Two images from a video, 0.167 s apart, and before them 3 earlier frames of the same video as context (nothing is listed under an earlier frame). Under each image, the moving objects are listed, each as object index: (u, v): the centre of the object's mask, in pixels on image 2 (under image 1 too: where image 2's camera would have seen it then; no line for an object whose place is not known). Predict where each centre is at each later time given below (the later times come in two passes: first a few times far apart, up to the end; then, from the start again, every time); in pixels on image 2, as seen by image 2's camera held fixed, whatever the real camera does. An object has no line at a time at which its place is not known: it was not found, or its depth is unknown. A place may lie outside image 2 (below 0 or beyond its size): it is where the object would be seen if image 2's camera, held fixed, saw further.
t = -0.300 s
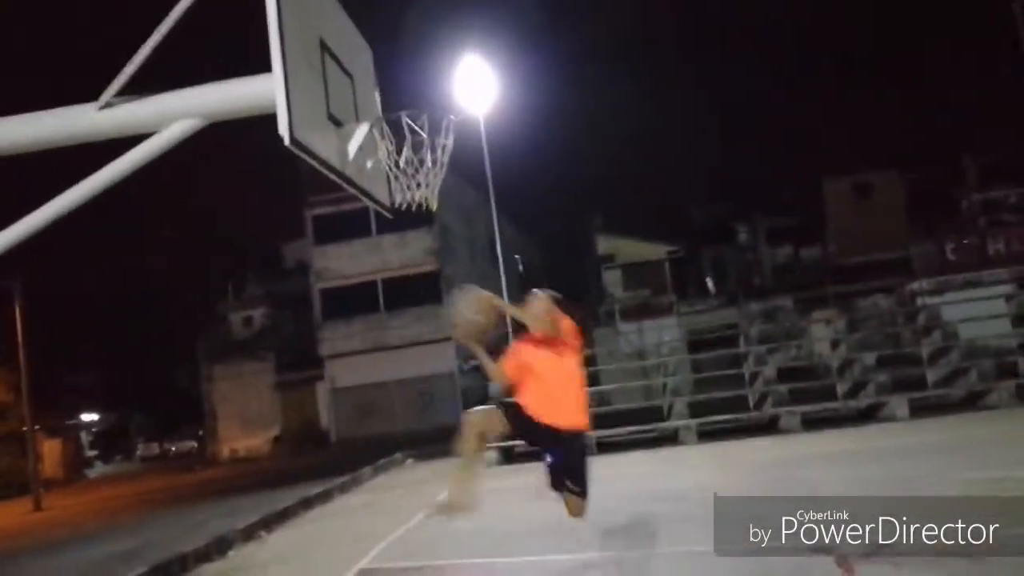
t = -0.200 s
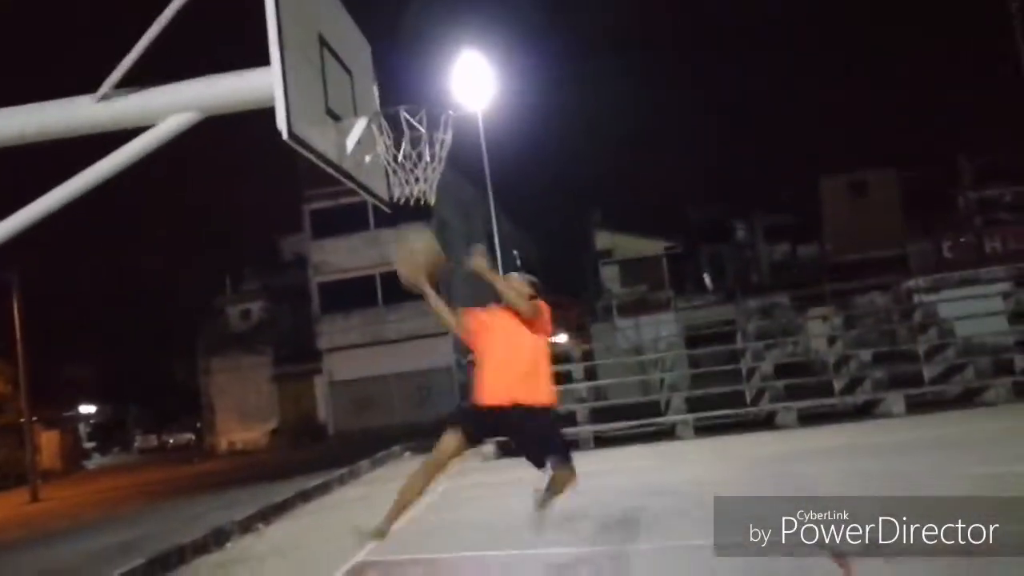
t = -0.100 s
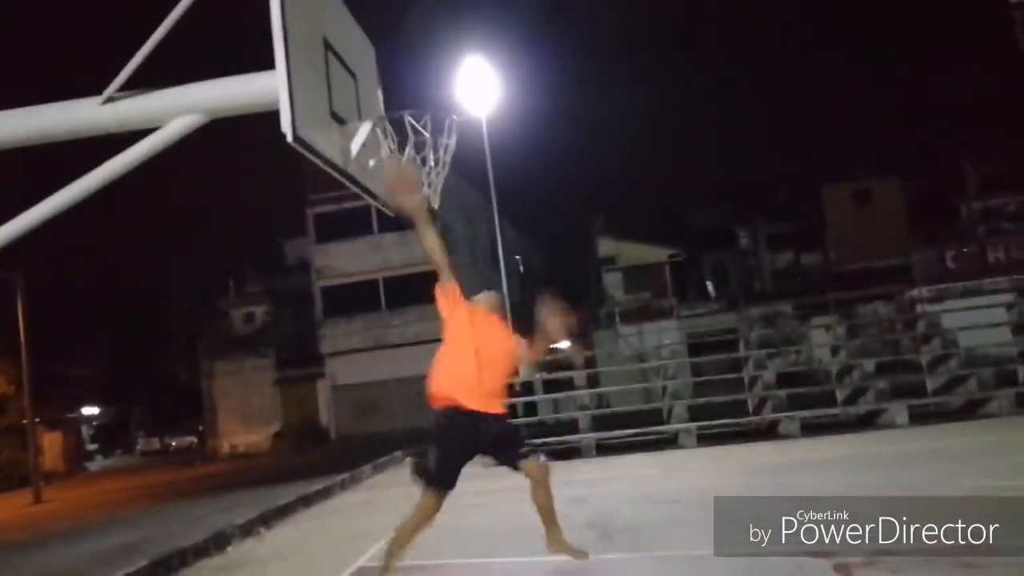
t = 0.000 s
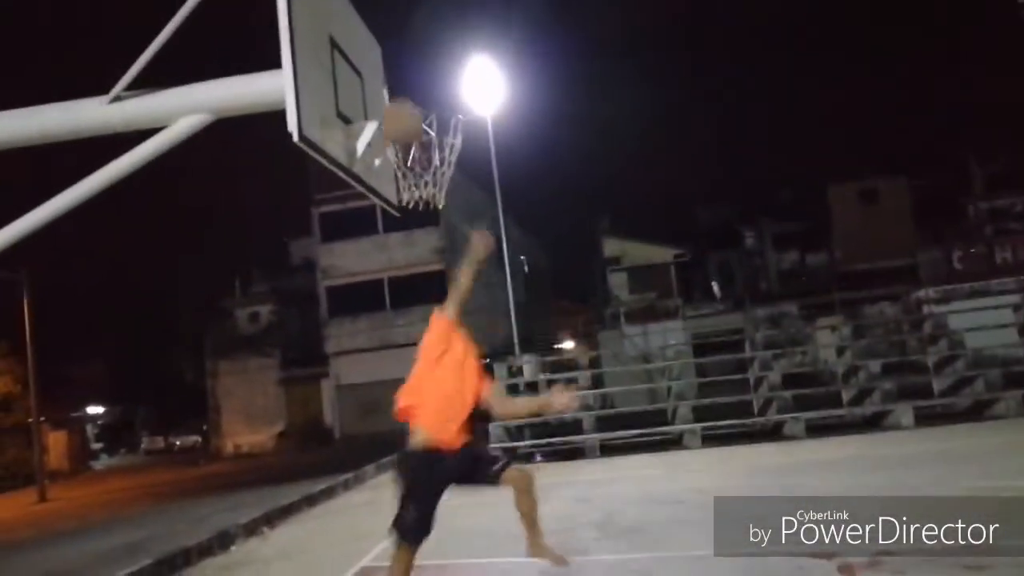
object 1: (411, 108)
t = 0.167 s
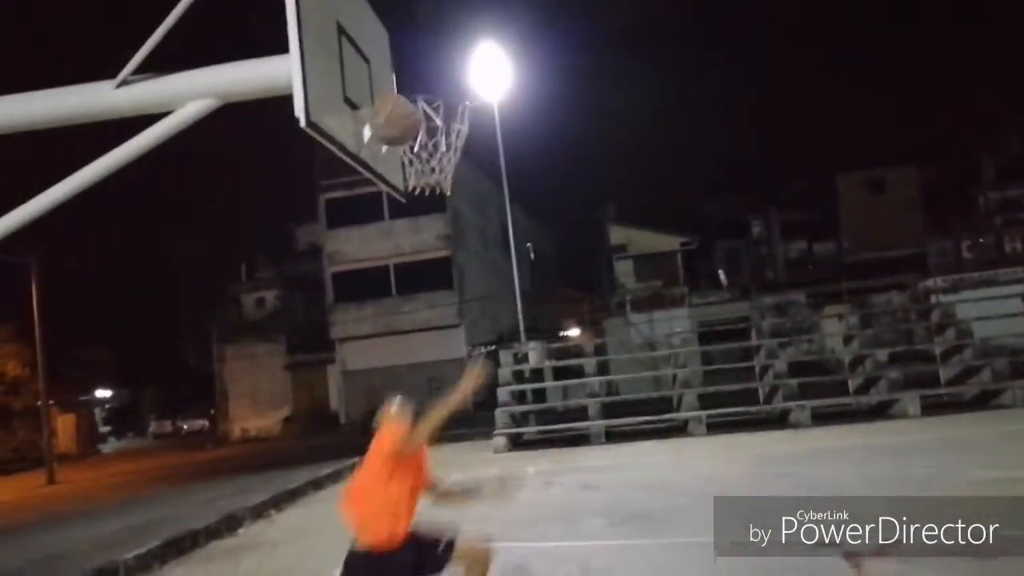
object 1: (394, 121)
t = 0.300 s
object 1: (381, 180)
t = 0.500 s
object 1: (365, 388)
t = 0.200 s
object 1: (391, 129)
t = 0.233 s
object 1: (388, 146)
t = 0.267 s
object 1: (385, 161)
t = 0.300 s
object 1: (381, 180)
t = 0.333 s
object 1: (378, 203)
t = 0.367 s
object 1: (375, 227)
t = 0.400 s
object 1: (373, 263)
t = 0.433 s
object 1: (370, 299)
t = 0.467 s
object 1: (367, 340)
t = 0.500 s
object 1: (365, 388)
